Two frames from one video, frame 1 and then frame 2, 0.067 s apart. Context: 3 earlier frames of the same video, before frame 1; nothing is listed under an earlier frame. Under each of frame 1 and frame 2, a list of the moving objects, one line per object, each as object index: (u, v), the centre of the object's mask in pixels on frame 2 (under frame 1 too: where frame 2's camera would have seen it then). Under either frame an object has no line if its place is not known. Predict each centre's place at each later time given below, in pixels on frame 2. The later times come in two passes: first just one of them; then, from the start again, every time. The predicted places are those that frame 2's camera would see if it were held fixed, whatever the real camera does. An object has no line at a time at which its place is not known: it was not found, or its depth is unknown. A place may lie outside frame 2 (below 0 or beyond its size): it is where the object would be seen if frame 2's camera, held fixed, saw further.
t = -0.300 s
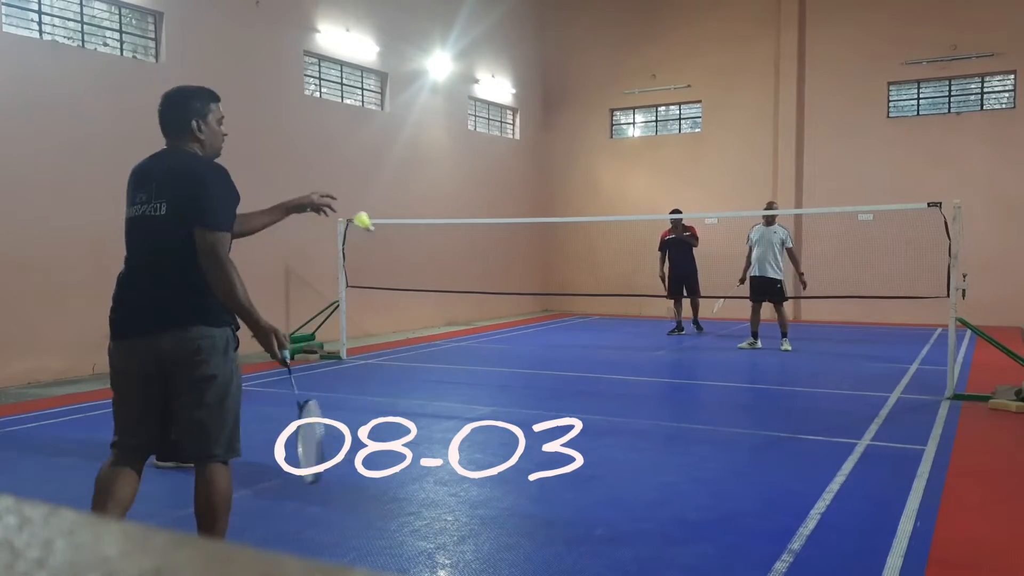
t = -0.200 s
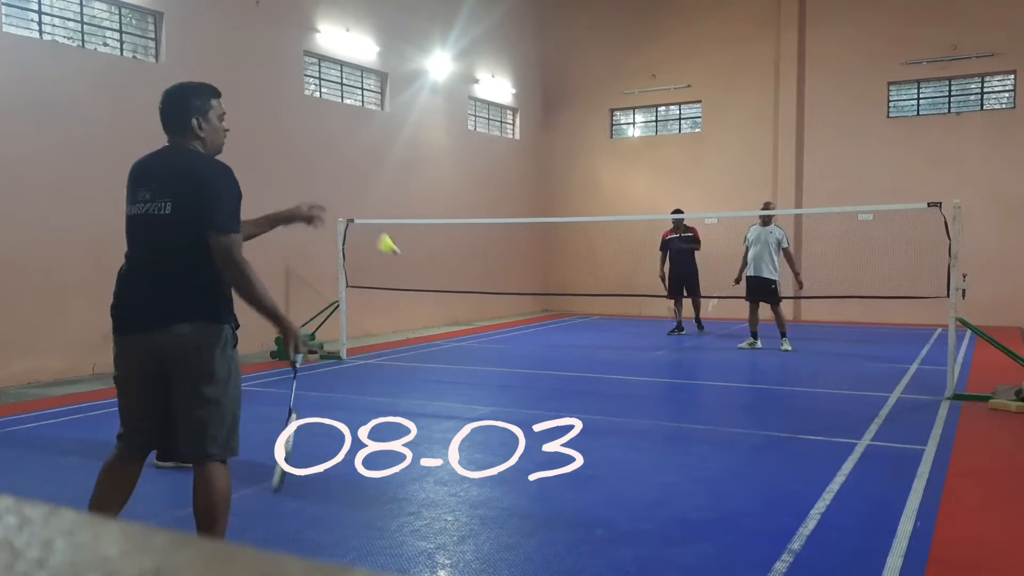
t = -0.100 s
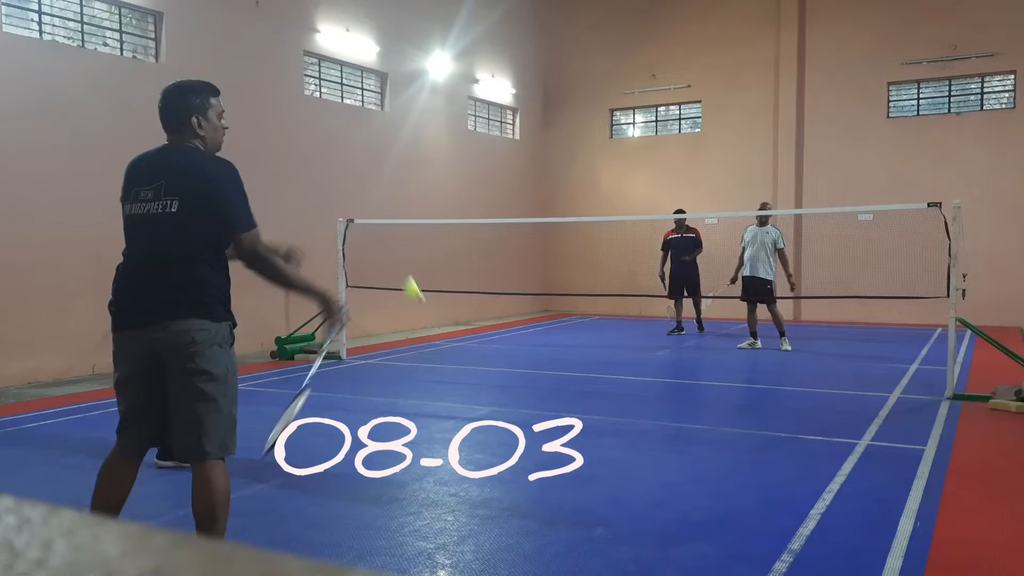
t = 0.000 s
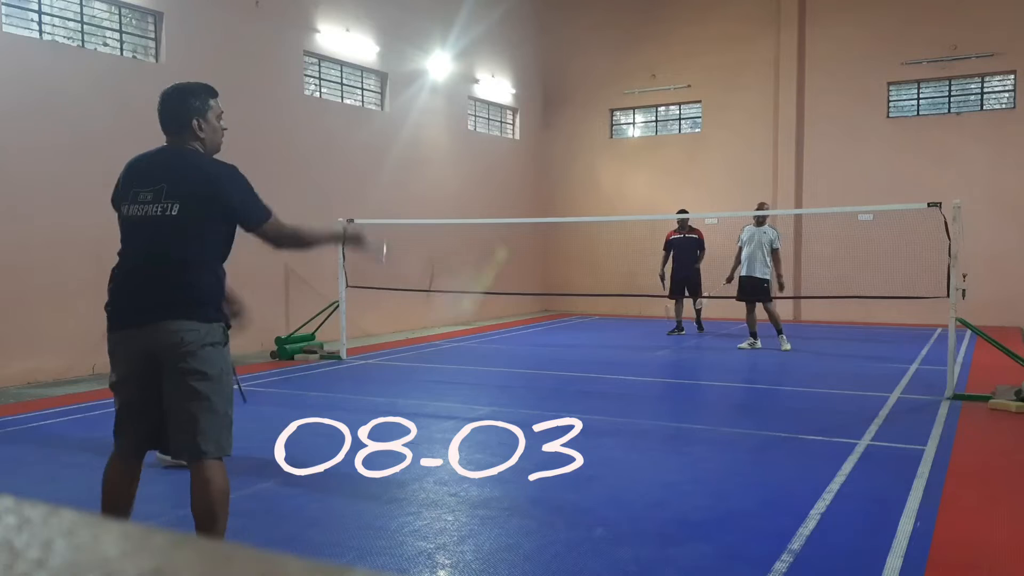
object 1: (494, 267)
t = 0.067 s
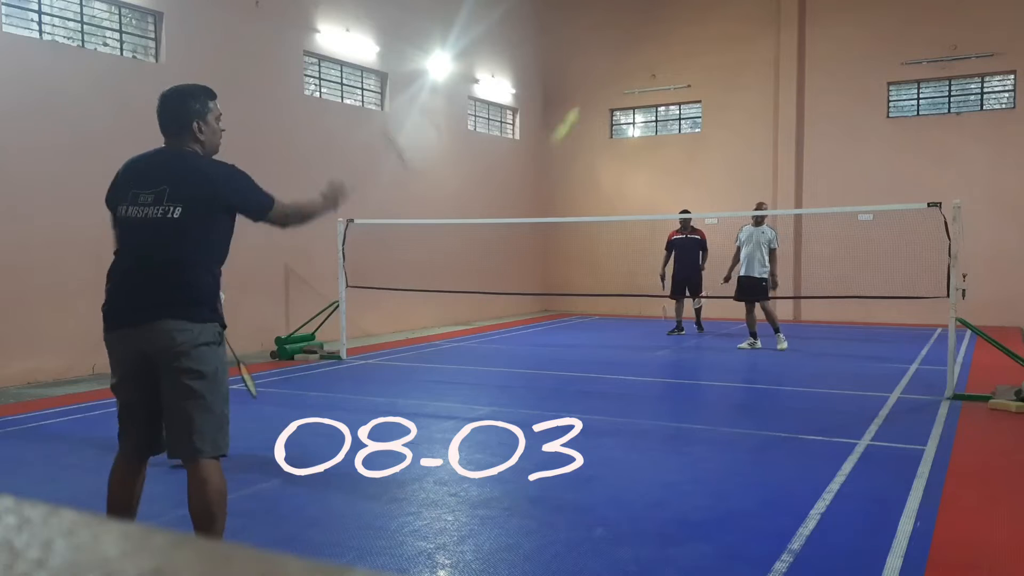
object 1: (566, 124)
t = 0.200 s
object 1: (647, 3)
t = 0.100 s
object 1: (595, 80)
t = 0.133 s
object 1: (616, 46)
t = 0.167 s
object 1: (634, 20)
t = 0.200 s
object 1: (647, 3)
